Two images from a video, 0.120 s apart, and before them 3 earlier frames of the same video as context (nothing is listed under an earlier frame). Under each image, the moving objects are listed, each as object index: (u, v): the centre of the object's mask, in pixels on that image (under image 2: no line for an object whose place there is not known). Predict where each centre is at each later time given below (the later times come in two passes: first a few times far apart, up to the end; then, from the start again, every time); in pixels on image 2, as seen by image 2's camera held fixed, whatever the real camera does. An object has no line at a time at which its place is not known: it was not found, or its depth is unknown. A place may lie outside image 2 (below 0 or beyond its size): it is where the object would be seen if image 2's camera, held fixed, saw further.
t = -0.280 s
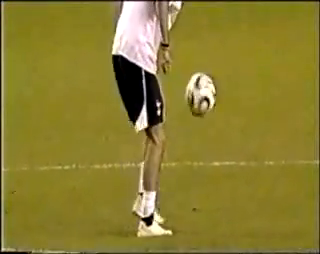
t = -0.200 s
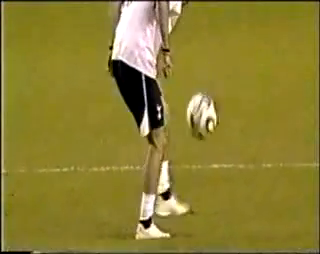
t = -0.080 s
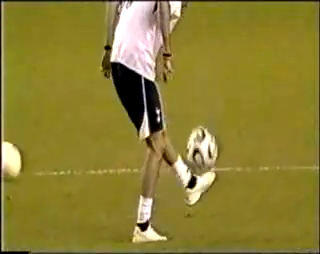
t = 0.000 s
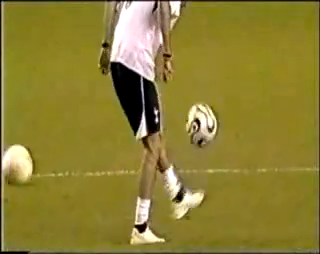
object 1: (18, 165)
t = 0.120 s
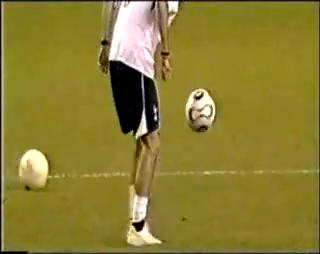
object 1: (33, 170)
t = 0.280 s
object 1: (52, 175)
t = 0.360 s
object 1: (62, 176)
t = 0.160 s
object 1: (39, 171)
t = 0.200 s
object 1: (43, 173)
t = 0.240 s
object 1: (47, 174)
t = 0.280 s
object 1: (52, 175)
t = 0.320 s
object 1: (57, 175)
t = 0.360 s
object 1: (62, 176)
